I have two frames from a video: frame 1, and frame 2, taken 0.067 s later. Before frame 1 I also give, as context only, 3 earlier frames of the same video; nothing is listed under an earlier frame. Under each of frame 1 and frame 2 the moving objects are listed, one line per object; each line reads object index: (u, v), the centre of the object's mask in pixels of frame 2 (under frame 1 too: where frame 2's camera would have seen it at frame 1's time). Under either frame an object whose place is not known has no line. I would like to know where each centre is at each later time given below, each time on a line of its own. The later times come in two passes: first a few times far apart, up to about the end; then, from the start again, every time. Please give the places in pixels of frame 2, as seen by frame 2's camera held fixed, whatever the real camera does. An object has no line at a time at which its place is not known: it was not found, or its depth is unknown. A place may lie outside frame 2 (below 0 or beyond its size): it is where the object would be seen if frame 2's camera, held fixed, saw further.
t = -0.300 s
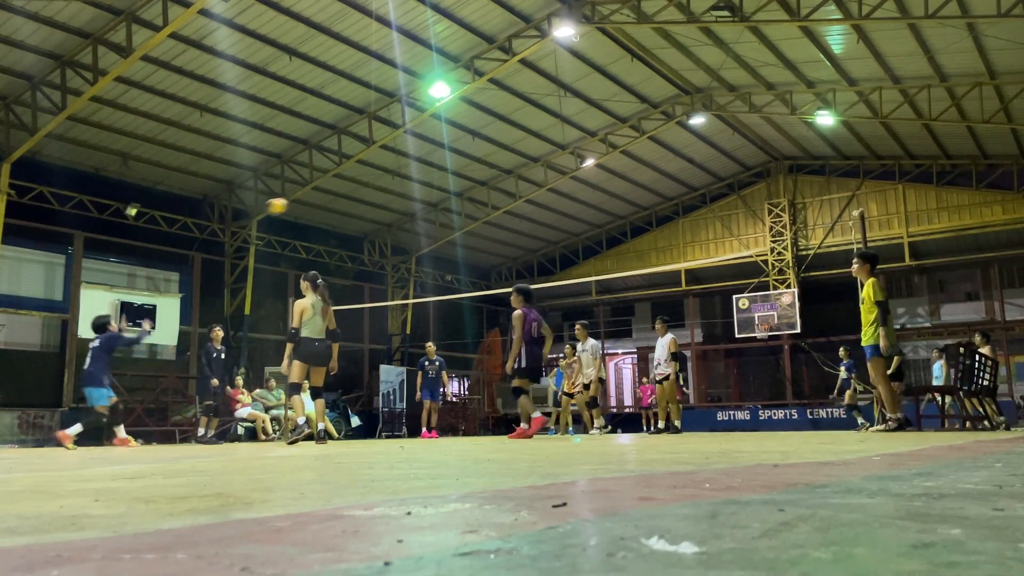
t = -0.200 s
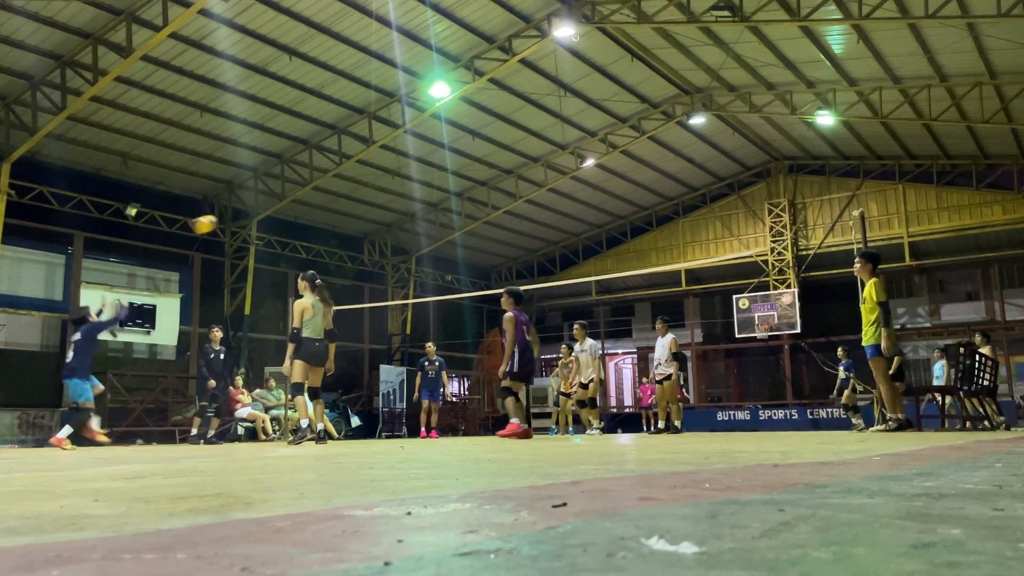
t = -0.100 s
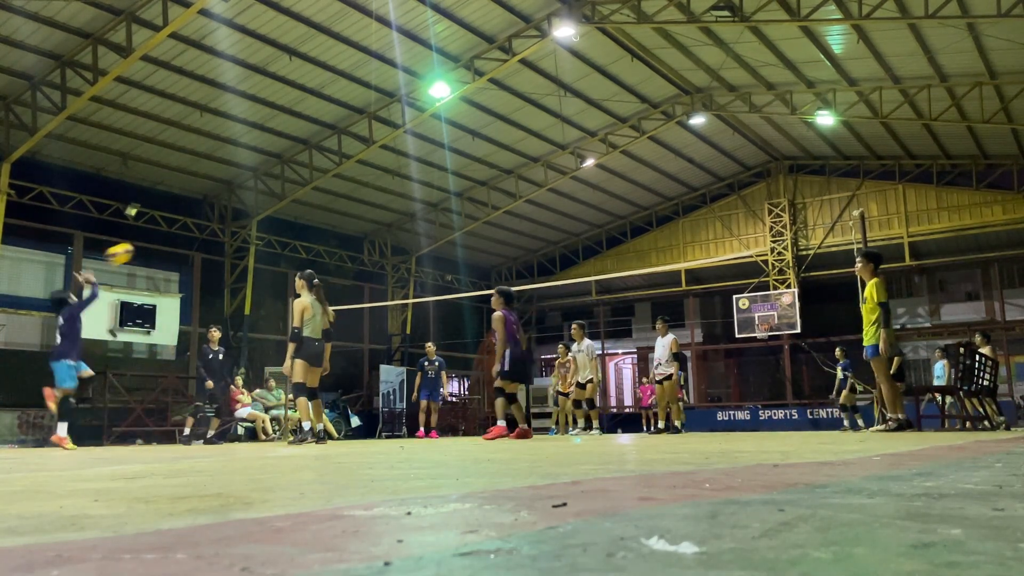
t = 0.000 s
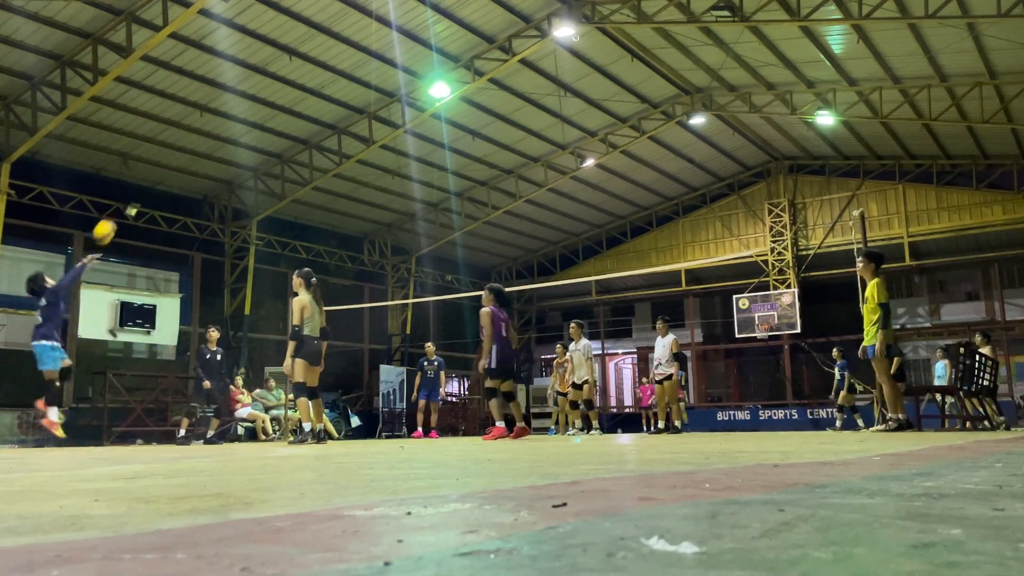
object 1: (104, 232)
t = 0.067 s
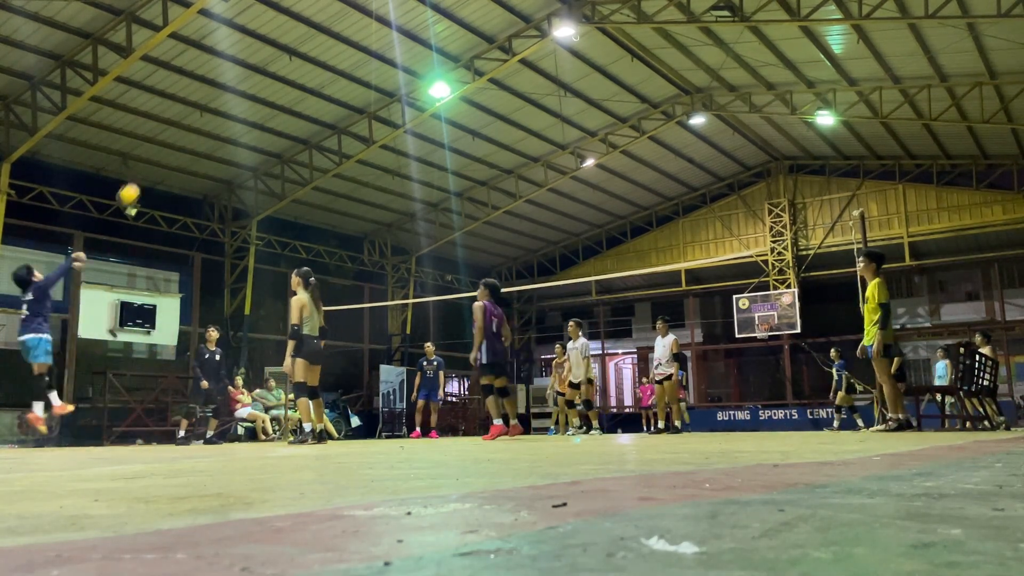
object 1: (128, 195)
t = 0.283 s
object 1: (197, 115)
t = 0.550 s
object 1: (266, 78)
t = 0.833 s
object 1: (327, 96)
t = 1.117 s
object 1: (380, 167)
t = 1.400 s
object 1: (424, 278)
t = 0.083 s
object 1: (134, 187)
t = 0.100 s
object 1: (140, 179)
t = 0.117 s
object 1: (145, 171)
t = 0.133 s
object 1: (151, 164)
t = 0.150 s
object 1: (157, 158)
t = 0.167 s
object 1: (162, 151)
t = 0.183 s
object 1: (167, 145)
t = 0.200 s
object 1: (173, 140)
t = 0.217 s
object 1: (178, 134)
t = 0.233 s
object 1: (183, 129)
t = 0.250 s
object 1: (188, 124)
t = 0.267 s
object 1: (192, 119)
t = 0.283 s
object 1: (197, 115)
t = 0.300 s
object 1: (202, 111)
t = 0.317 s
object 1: (207, 107)
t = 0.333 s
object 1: (212, 103)
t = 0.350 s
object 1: (216, 100)
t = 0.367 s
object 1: (221, 97)
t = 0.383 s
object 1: (225, 94)
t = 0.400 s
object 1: (229, 92)
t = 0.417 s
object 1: (234, 89)
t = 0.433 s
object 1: (238, 87)
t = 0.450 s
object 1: (242, 85)
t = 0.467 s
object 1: (246, 83)
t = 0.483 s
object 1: (250, 82)
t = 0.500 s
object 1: (255, 80)
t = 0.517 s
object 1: (258, 79)
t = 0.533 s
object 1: (262, 78)
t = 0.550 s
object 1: (266, 78)
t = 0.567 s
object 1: (270, 78)
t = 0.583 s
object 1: (274, 77)
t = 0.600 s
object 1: (278, 77)
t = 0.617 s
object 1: (281, 78)
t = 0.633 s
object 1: (285, 78)
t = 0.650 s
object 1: (289, 79)
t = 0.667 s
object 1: (292, 80)
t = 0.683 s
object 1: (296, 81)
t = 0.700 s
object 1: (300, 82)
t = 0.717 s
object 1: (303, 83)
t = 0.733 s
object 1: (307, 85)
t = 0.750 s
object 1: (311, 86)
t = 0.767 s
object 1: (314, 88)
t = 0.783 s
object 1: (317, 90)
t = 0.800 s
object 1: (321, 93)
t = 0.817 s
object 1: (324, 94)
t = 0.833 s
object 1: (327, 96)
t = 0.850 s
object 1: (331, 99)
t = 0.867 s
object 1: (334, 102)
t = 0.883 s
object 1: (337, 105)
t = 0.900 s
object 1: (340, 109)
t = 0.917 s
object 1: (343, 112)
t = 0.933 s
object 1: (347, 116)
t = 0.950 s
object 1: (349, 120)
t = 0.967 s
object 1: (353, 124)
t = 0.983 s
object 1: (356, 128)
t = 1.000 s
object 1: (359, 133)
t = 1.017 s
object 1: (362, 136)
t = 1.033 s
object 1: (365, 141)
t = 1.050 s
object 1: (368, 146)
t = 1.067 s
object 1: (371, 151)
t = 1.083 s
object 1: (374, 156)
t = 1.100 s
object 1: (377, 161)
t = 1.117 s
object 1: (380, 167)
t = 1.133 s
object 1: (383, 172)
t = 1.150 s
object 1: (386, 178)
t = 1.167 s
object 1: (388, 184)
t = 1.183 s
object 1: (391, 189)
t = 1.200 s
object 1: (394, 195)
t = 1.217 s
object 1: (396, 201)
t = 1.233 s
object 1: (399, 207)
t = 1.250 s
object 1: (401, 214)
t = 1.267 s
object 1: (404, 221)
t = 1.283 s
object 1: (407, 227)
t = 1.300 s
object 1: (409, 234)
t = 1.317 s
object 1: (412, 241)
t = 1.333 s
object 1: (414, 248)
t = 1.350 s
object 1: (417, 255)
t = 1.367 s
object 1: (419, 263)
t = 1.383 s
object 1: (422, 271)
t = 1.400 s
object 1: (424, 278)
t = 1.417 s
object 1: (426, 286)
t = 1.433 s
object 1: (429, 293)
